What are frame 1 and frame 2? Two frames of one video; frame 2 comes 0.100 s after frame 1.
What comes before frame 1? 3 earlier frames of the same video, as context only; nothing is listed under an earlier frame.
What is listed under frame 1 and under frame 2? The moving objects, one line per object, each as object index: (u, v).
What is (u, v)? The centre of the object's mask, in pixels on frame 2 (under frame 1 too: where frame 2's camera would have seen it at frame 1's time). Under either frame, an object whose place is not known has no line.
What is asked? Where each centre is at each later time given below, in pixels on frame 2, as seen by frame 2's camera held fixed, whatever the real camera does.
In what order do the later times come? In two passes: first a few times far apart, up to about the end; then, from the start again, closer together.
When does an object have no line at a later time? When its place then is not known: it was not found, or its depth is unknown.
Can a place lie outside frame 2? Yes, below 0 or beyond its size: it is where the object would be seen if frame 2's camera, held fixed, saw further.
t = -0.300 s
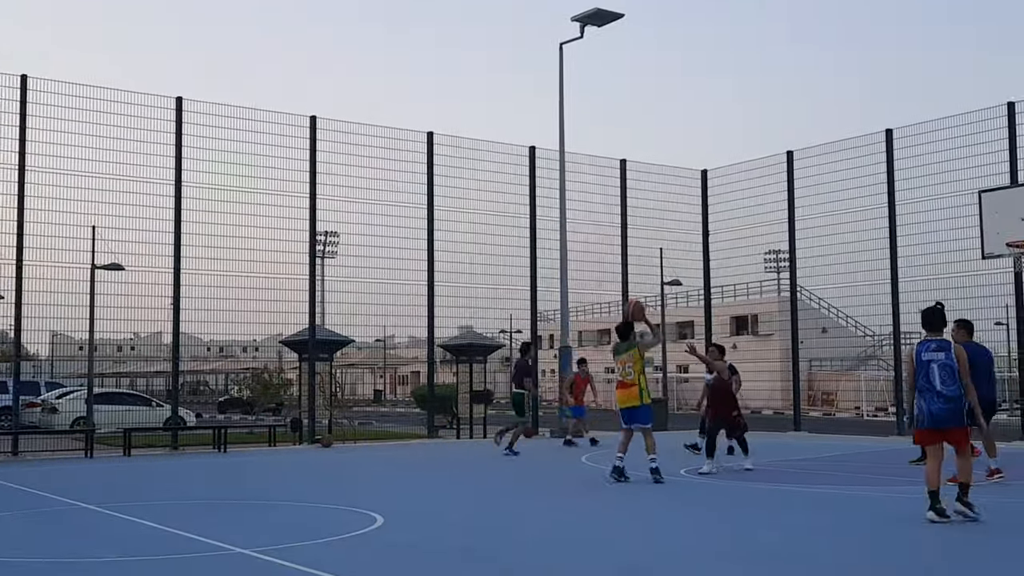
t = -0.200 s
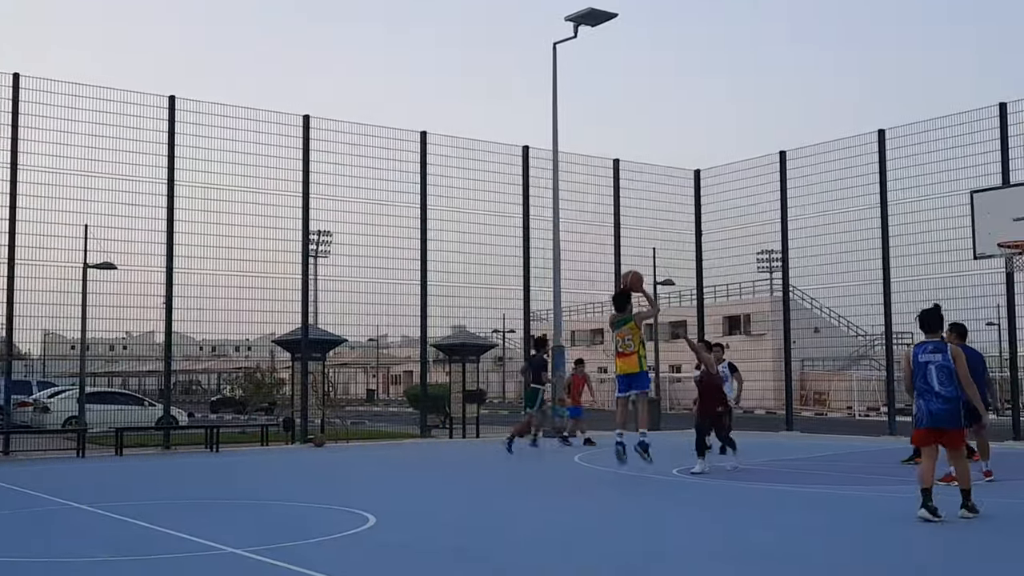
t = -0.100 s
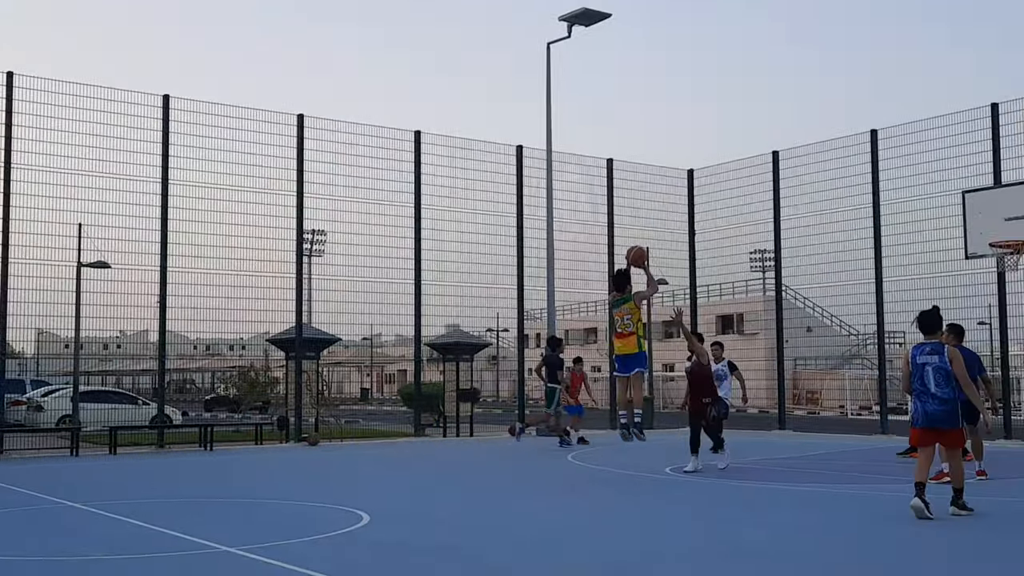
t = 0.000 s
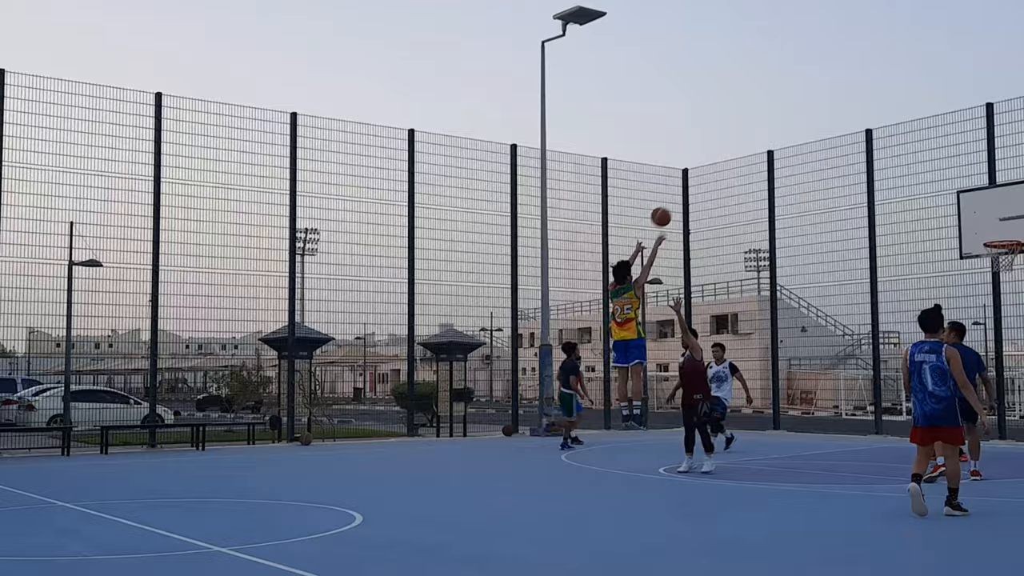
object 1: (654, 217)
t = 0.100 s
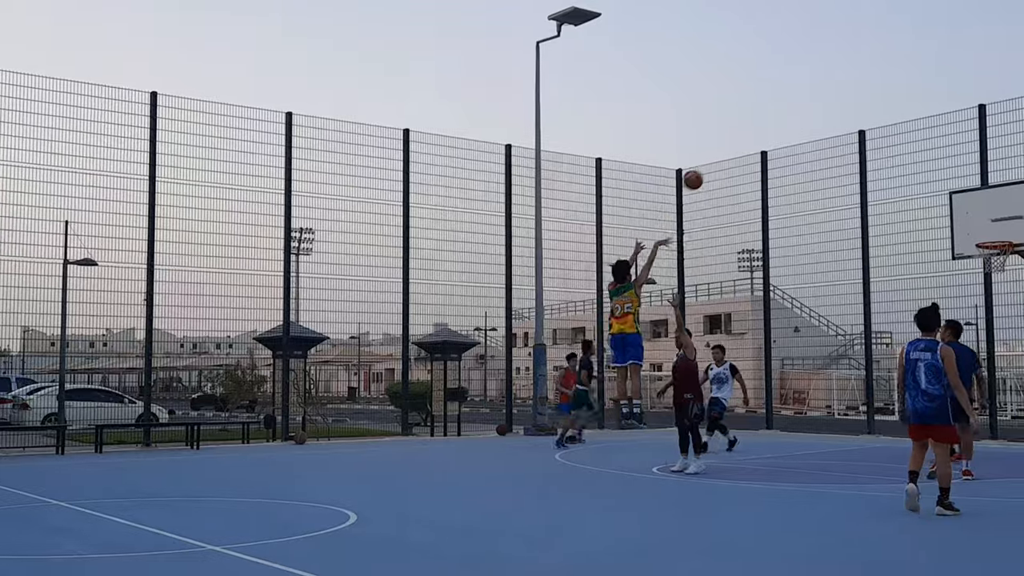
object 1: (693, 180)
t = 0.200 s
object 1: (729, 153)
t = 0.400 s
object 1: (796, 124)
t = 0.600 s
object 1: (856, 124)
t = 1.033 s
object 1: (972, 213)
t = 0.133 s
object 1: (705, 169)
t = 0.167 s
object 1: (717, 161)
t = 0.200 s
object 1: (729, 153)
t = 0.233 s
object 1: (740, 145)
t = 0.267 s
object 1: (752, 139)
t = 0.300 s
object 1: (763, 134)
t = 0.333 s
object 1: (774, 130)
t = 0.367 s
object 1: (785, 126)
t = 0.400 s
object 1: (796, 124)
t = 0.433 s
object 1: (806, 122)
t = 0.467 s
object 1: (816, 121)
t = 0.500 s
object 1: (827, 121)
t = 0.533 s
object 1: (836, 121)
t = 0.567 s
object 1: (846, 122)
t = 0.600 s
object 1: (856, 124)
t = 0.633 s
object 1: (865, 127)
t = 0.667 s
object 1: (875, 130)
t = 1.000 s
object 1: (964, 203)
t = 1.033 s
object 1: (972, 213)
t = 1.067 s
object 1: (981, 225)
